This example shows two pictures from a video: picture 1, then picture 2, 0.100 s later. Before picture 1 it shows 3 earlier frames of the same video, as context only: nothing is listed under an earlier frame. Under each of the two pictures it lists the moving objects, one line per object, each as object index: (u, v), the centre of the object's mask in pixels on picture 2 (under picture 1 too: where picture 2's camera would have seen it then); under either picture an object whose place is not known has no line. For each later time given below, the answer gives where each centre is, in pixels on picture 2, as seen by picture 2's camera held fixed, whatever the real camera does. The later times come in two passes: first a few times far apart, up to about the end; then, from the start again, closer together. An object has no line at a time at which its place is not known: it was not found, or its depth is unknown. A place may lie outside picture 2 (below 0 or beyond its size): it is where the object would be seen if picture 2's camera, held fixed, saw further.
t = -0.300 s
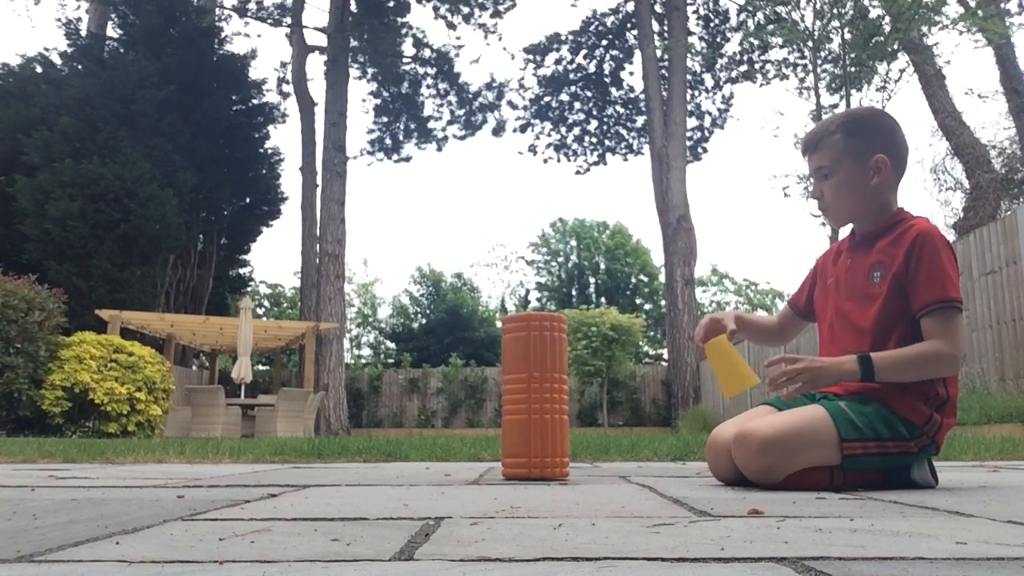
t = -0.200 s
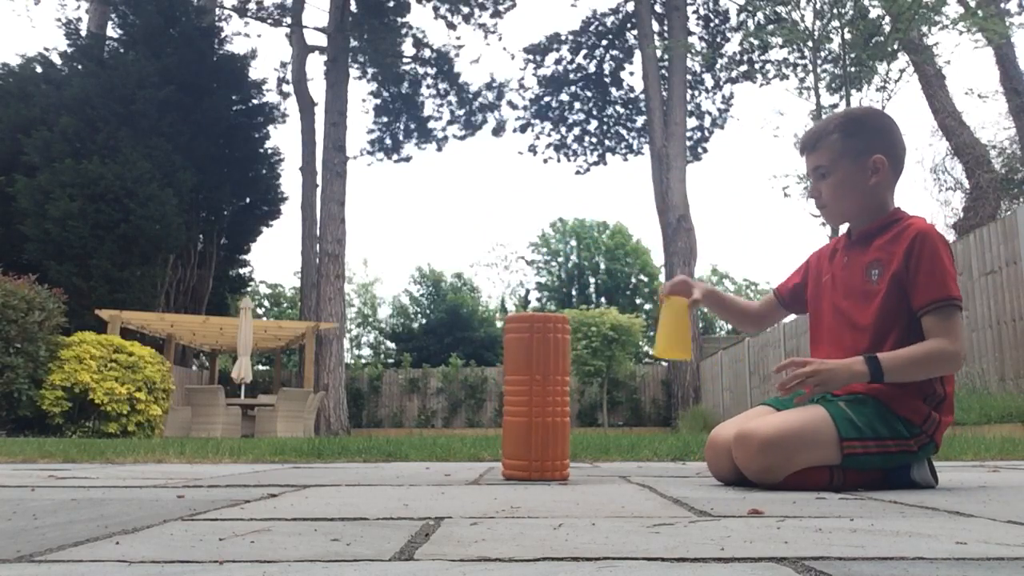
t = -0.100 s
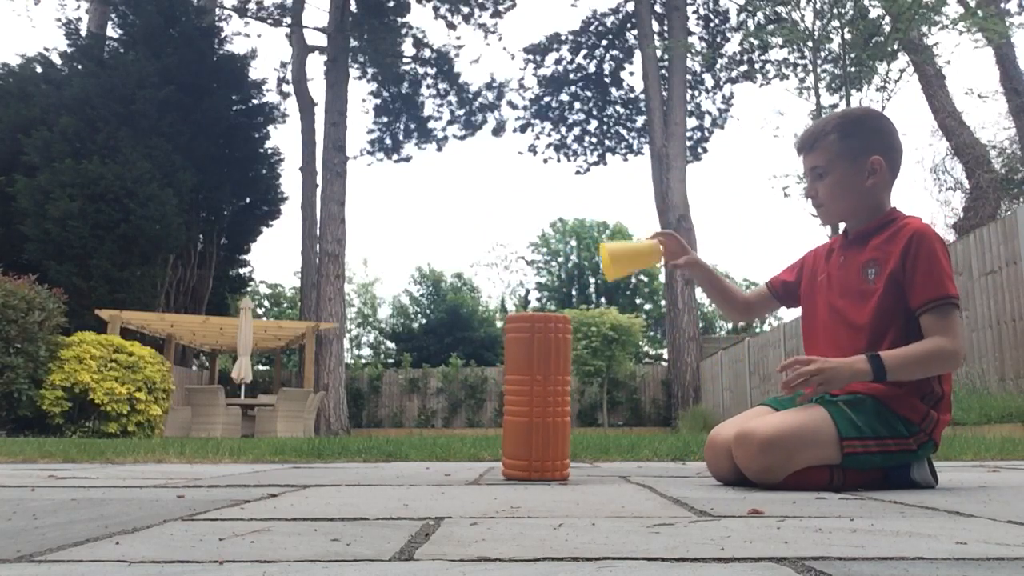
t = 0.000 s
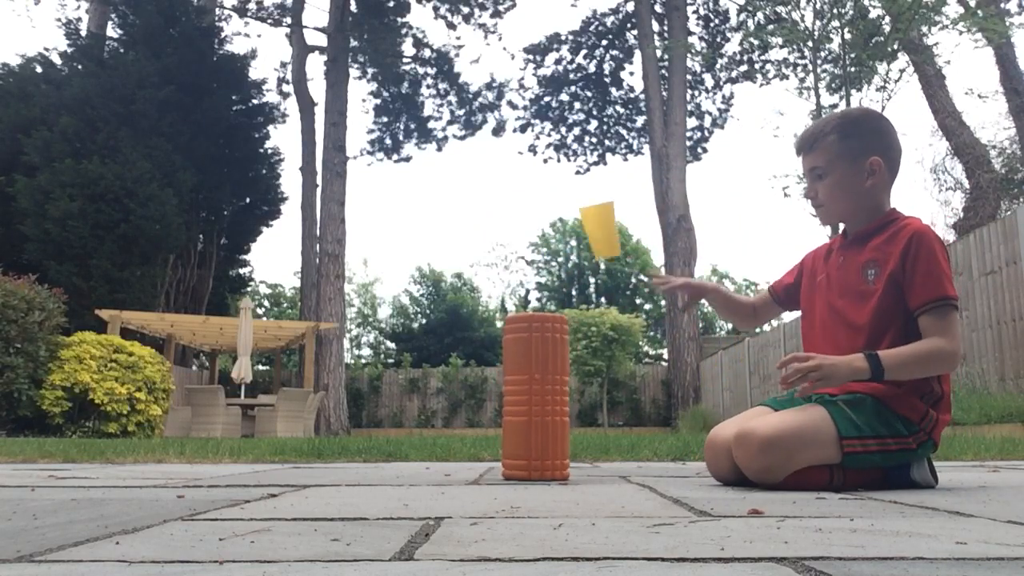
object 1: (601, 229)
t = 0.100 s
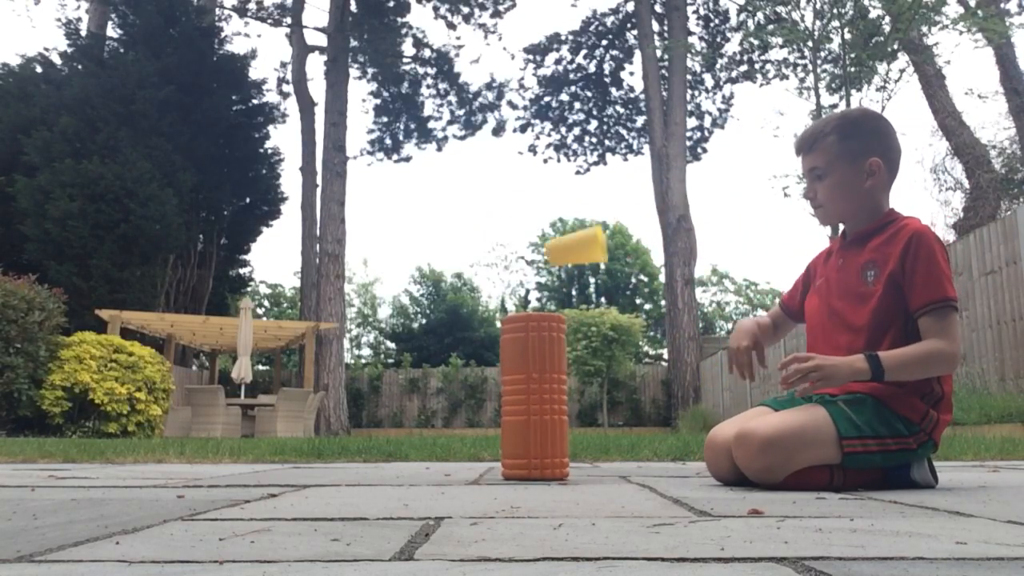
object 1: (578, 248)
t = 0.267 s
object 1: (555, 262)
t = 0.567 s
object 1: (562, 314)
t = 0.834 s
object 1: (576, 390)
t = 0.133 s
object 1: (570, 265)
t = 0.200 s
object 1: (560, 273)
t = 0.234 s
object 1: (557, 265)
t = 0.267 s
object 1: (555, 262)
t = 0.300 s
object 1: (552, 266)
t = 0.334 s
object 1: (552, 277)
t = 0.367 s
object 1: (552, 286)
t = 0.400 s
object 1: (554, 278)
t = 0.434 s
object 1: (556, 275)
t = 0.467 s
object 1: (556, 277)
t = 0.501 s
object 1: (558, 284)
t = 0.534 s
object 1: (560, 296)
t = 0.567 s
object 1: (562, 314)
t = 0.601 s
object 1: (566, 338)
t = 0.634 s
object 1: (572, 370)
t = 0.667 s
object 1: (577, 409)
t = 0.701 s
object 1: (581, 456)
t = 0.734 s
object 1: (581, 444)
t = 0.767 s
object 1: (578, 419)
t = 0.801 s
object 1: (577, 402)
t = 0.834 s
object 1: (576, 390)
